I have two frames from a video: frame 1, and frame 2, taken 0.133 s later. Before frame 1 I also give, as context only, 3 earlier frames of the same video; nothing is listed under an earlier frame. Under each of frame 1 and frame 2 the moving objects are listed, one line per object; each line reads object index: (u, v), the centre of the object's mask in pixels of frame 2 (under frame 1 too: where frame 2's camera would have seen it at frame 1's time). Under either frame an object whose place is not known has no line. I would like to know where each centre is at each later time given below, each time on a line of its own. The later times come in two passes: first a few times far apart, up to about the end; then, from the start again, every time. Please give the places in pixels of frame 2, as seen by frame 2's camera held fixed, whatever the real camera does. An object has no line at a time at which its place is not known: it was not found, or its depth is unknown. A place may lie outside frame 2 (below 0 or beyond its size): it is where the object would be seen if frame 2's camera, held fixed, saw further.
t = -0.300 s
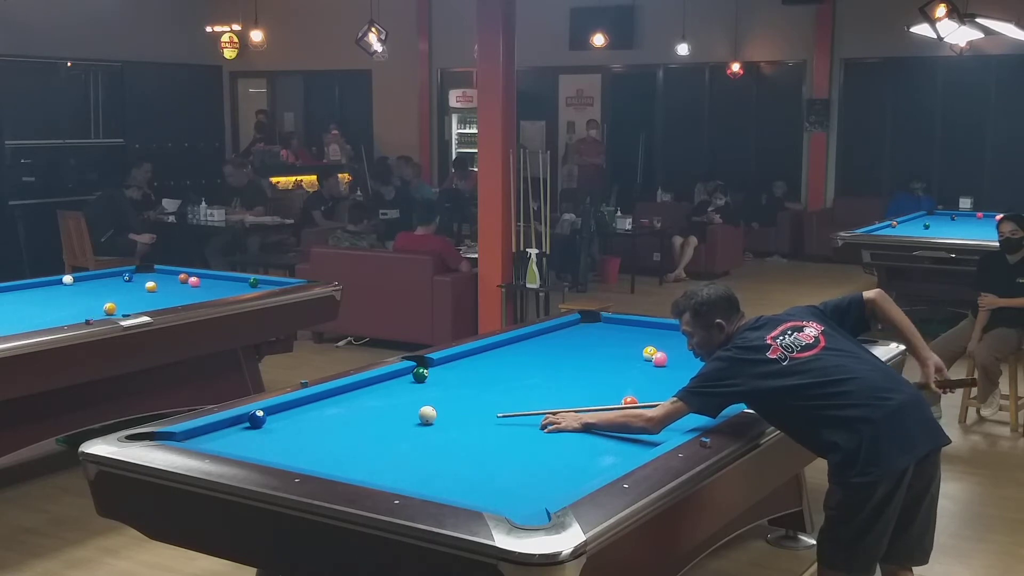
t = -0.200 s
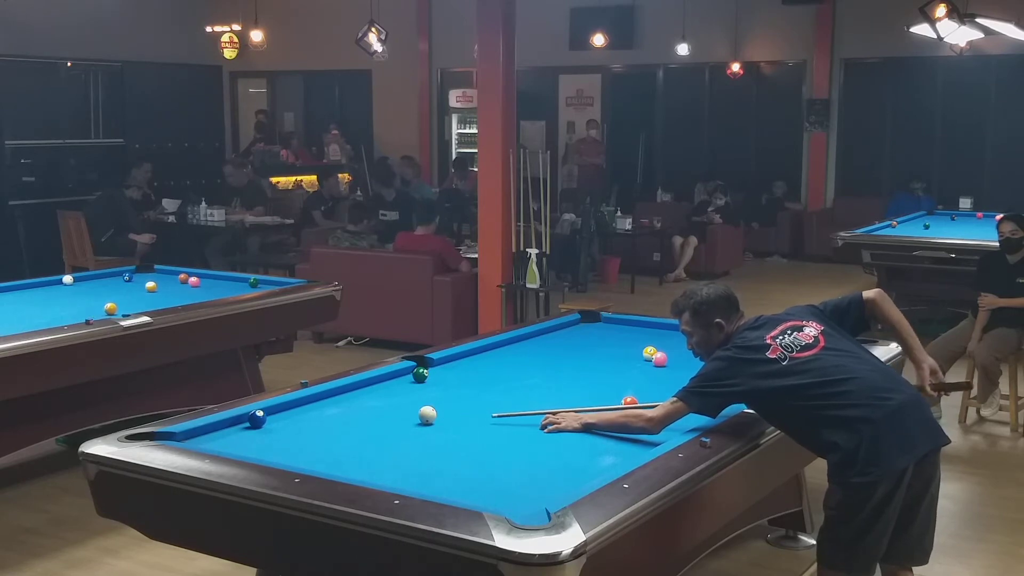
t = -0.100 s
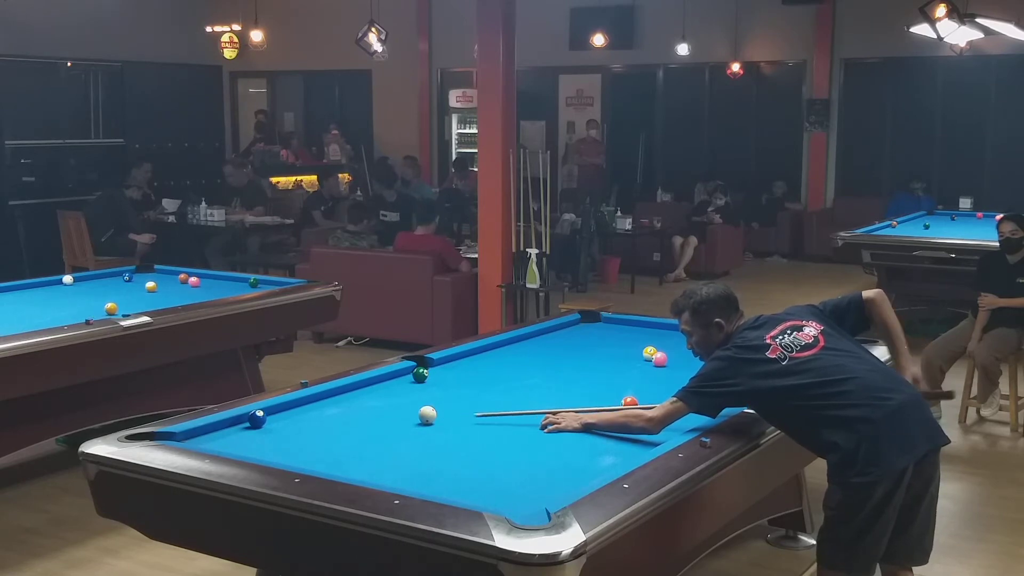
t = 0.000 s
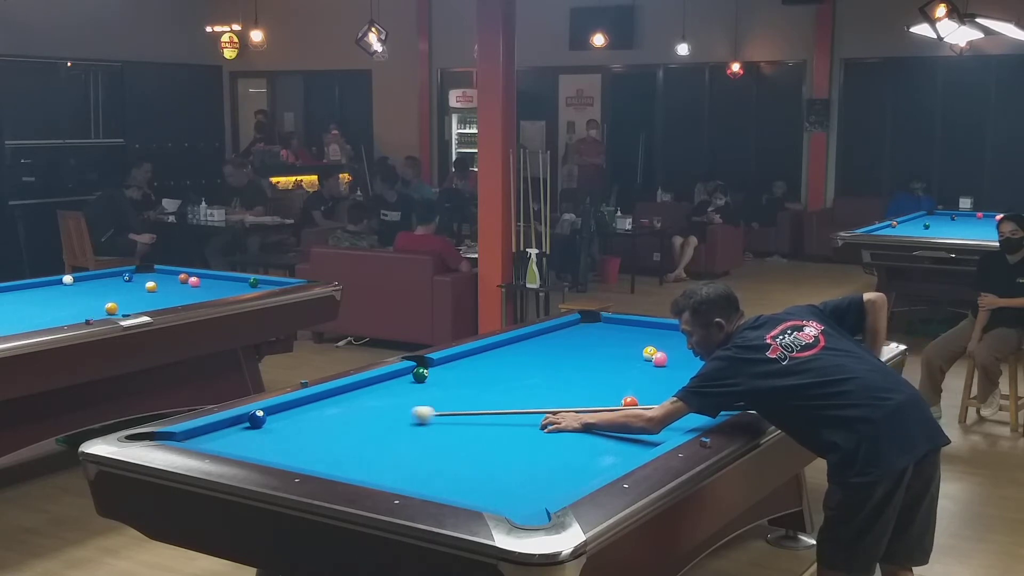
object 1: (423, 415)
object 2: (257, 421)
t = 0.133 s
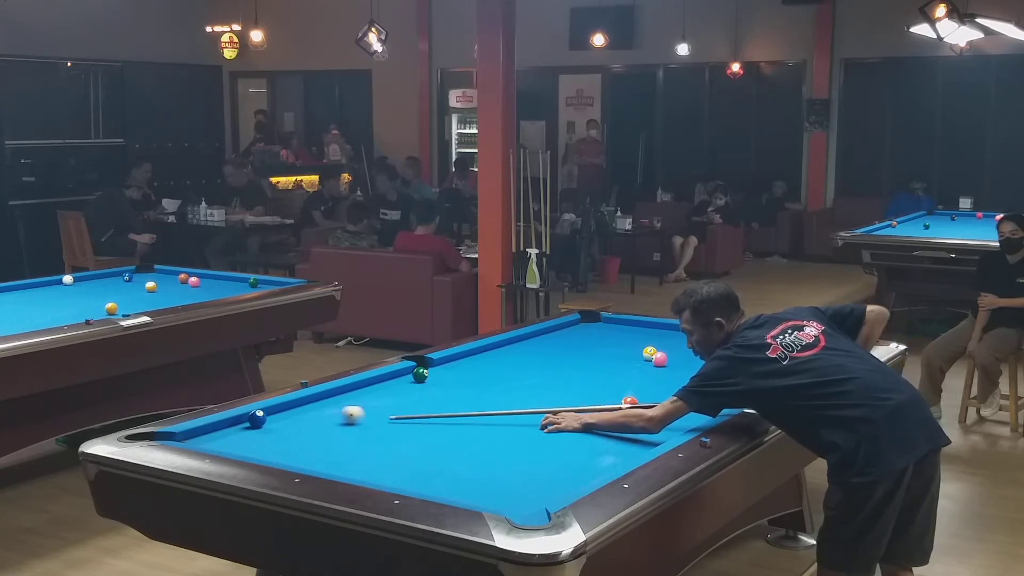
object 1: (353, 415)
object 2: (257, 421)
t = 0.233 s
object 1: (310, 415)
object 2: (257, 421)
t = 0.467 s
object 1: (285, 414)
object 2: (241, 425)
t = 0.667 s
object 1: (318, 415)
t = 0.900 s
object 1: (355, 416)
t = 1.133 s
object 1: (391, 417)
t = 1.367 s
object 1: (426, 418)
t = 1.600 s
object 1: (459, 418)
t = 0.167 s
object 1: (338, 415)
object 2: (257, 421)
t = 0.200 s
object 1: (323, 415)
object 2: (257, 421)
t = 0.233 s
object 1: (310, 415)
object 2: (257, 421)
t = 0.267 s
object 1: (296, 415)
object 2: (257, 421)
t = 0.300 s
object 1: (283, 415)
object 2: (257, 422)
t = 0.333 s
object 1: (271, 414)
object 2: (257, 422)
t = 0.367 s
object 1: (266, 413)
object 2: (252, 423)
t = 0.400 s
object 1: (272, 414)
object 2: (247, 425)
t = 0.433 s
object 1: (278, 414)
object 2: (244, 426)
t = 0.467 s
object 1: (285, 414)
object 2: (241, 425)
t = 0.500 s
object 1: (290, 414)
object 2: (237, 426)
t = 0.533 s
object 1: (296, 414)
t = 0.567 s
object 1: (301, 415)
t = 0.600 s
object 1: (307, 415)
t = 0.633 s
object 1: (312, 415)
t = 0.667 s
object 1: (318, 415)
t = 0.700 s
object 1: (323, 415)
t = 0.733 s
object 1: (329, 415)
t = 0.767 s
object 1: (334, 415)
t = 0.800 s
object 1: (339, 415)
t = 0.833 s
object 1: (345, 416)
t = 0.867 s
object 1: (350, 416)
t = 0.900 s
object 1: (355, 416)
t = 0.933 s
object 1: (360, 416)
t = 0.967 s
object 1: (366, 416)
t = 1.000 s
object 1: (371, 416)
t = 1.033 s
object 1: (376, 416)
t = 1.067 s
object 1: (381, 417)
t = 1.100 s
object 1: (386, 417)
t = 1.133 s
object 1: (391, 417)
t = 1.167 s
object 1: (396, 417)
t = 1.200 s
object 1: (401, 417)
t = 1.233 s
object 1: (406, 417)
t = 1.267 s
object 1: (411, 417)
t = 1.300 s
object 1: (416, 417)
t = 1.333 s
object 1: (421, 417)
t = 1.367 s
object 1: (426, 418)
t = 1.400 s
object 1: (431, 418)
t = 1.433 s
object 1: (435, 418)
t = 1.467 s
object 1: (440, 418)
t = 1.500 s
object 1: (445, 418)
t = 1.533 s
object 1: (449, 418)
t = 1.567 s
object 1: (454, 418)
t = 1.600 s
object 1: (459, 418)
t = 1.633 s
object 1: (463, 419)
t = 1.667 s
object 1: (468, 419)
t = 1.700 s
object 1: (472, 419)
